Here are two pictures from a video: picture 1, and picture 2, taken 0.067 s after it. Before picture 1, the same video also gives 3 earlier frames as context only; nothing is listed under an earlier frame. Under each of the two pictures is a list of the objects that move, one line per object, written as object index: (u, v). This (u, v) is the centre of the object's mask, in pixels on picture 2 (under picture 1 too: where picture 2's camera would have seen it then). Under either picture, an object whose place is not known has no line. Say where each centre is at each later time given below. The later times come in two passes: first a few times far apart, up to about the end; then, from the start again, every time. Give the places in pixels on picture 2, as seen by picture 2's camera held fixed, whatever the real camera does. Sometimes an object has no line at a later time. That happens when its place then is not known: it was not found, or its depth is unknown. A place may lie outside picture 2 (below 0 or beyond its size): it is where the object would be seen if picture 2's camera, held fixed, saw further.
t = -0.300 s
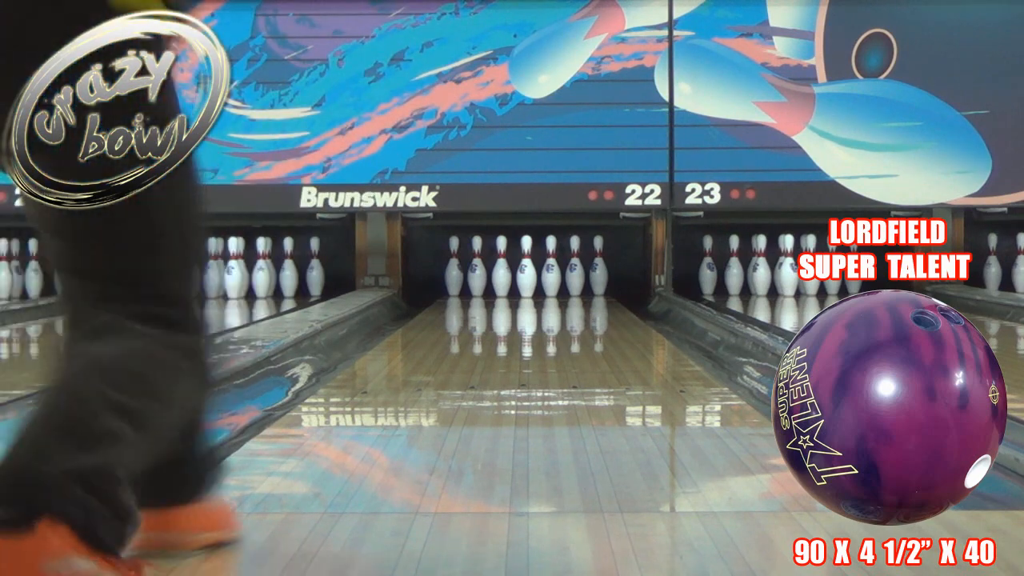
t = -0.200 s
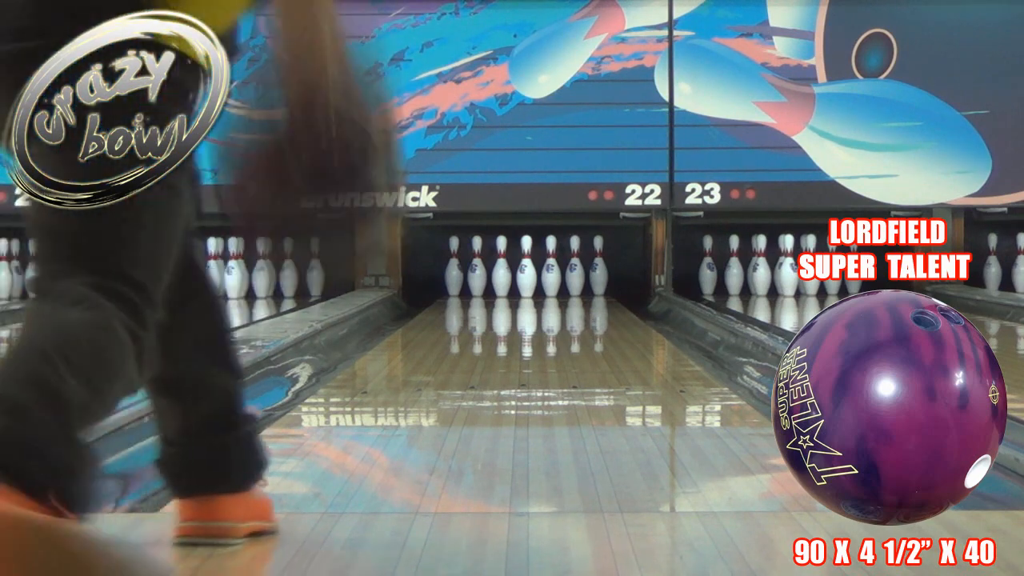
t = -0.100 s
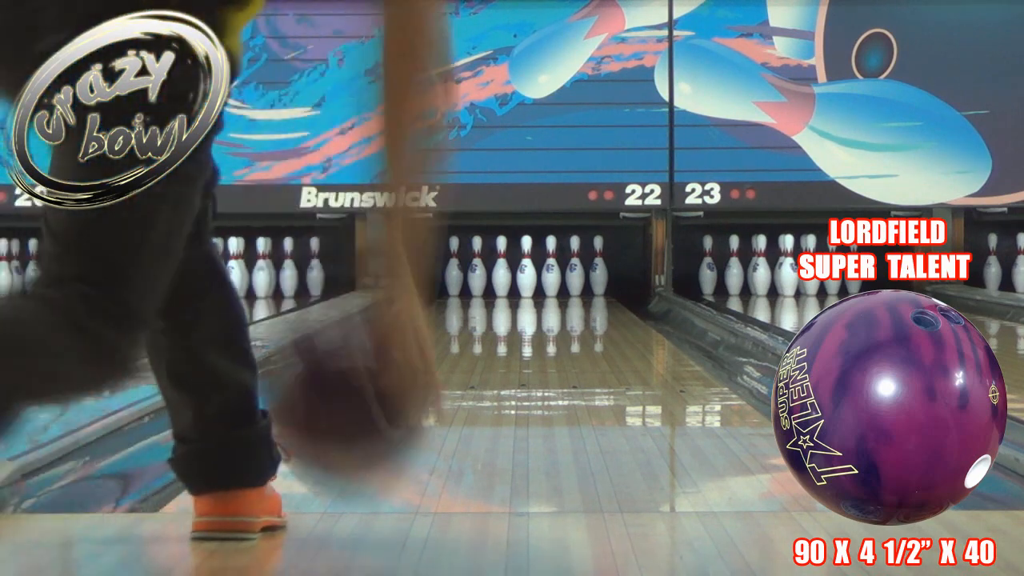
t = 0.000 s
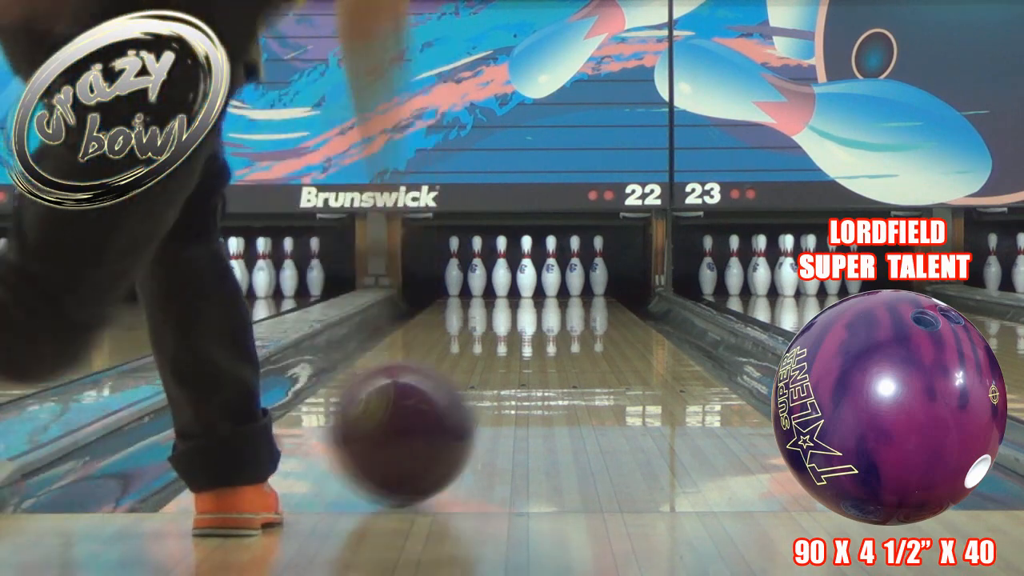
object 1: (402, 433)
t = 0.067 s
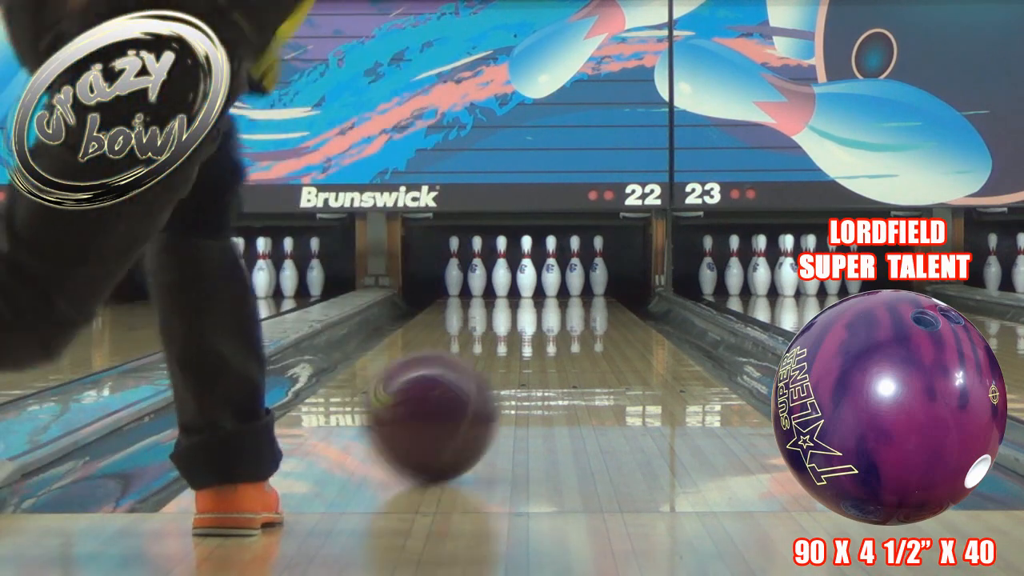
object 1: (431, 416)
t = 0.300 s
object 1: (502, 375)
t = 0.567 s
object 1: (549, 347)
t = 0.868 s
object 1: (581, 326)
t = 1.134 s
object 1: (598, 313)
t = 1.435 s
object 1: (609, 302)
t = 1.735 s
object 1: (612, 294)
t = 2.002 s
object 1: (602, 288)
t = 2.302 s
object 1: (574, 284)
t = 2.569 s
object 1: (549, 281)
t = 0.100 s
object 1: (443, 408)
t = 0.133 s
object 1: (454, 402)
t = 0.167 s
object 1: (465, 395)
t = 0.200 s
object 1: (476, 390)
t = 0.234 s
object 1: (485, 385)
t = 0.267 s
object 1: (494, 379)
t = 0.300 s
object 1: (502, 375)
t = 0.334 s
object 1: (509, 371)
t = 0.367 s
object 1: (516, 367)
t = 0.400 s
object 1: (523, 363)
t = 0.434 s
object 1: (529, 359)
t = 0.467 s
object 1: (535, 357)
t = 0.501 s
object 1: (540, 353)
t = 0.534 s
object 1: (545, 350)
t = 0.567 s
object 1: (549, 347)
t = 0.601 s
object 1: (554, 345)
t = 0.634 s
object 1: (558, 342)
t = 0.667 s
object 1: (562, 340)
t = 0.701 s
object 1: (566, 337)
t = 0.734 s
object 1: (569, 335)
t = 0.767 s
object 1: (572, 332)
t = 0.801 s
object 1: (575, 330)
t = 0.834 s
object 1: (578, 328)
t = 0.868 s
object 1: (581, 326)
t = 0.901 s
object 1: (584, 324)
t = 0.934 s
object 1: (586, 322)
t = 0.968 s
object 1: (588, 320)
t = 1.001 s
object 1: (590, 319)
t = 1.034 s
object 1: (592, 317)
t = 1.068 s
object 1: (594, 316)
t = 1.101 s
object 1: (596, 314)
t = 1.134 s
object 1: (598, 313)
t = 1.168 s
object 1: (599, 311)
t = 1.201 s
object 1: (601, 310)
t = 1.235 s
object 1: (602, 308)
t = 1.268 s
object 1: (604, 307)
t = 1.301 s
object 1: (605, 306)
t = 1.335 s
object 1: (606, 305)
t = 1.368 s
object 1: (607, 304)
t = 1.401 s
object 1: (608, 303)
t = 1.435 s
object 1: (609, 302)
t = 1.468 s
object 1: (610, 301)
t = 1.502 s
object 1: (610, 300)
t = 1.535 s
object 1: (611, 299)
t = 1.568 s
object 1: (612, 298)
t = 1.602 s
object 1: (612, 298)
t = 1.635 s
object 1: (612, 297)
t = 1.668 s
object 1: (613, 296)
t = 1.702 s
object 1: (613, 295)
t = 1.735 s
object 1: (612, 294)
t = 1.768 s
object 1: (612, 293)
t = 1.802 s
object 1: (611, 292)
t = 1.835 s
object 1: (610, 292)
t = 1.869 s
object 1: (609, 291)
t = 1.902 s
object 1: (608, 291)
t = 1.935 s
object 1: (606, 290)
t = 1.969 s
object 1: (604, 290)
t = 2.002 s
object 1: (602, 288)
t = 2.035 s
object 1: (599, 288)
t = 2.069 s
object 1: (597, 287)
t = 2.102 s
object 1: (594, 287)
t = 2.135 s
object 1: (592, 286)
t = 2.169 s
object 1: (588, 286)
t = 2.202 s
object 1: (585, 285)
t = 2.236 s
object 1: (582, 285)
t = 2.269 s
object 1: (578, 284)
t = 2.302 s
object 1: (574, 284)
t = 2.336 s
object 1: (572, 283)
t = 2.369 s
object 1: (567, 282)
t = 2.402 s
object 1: (562, 281)
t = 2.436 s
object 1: (557, 281)
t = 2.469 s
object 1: (553, 281)
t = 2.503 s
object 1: (548, 280)
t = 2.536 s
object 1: (546, 279)
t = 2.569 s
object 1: (549, 281)
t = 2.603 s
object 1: (549, 280)
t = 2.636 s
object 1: (551, 279)
